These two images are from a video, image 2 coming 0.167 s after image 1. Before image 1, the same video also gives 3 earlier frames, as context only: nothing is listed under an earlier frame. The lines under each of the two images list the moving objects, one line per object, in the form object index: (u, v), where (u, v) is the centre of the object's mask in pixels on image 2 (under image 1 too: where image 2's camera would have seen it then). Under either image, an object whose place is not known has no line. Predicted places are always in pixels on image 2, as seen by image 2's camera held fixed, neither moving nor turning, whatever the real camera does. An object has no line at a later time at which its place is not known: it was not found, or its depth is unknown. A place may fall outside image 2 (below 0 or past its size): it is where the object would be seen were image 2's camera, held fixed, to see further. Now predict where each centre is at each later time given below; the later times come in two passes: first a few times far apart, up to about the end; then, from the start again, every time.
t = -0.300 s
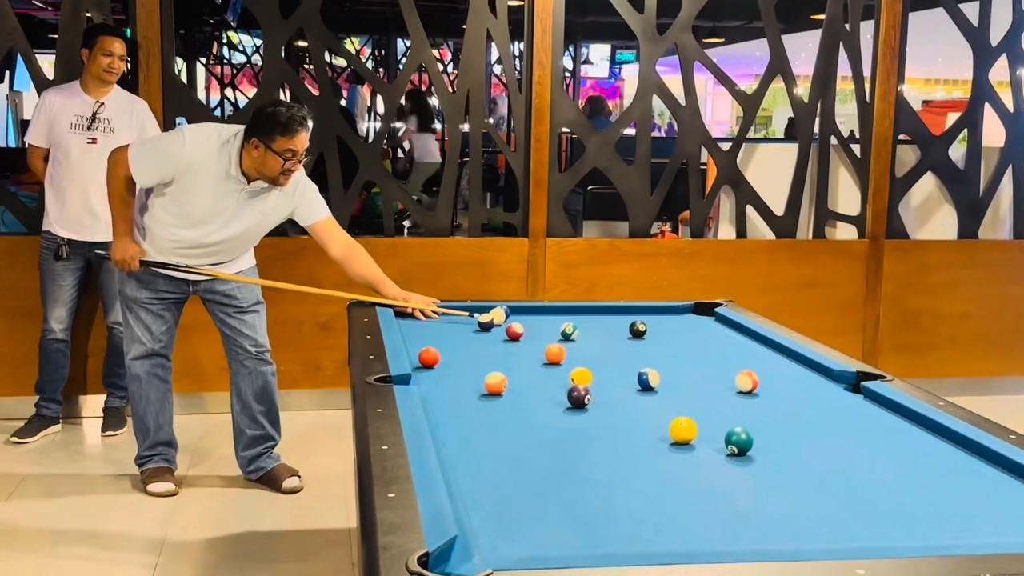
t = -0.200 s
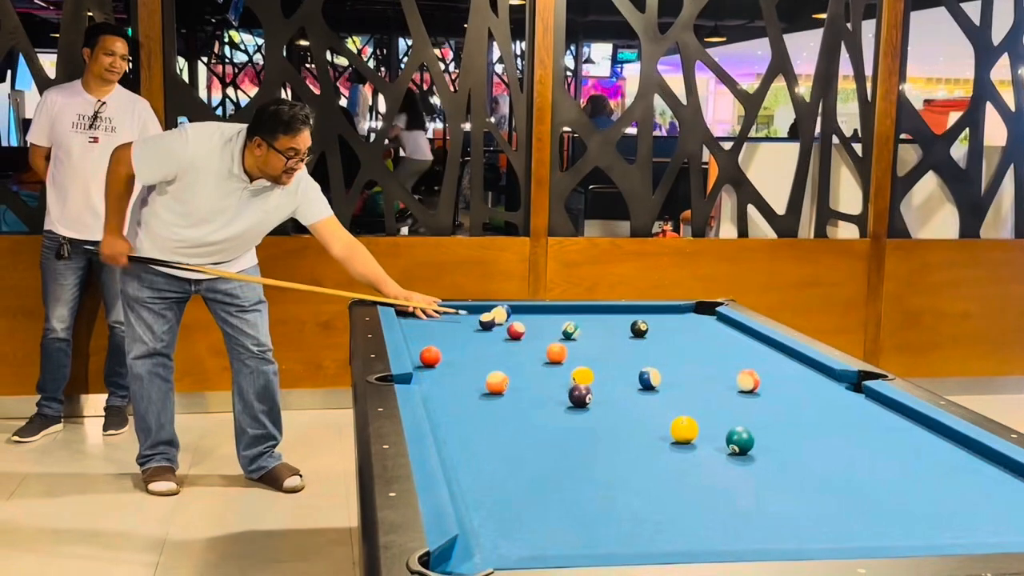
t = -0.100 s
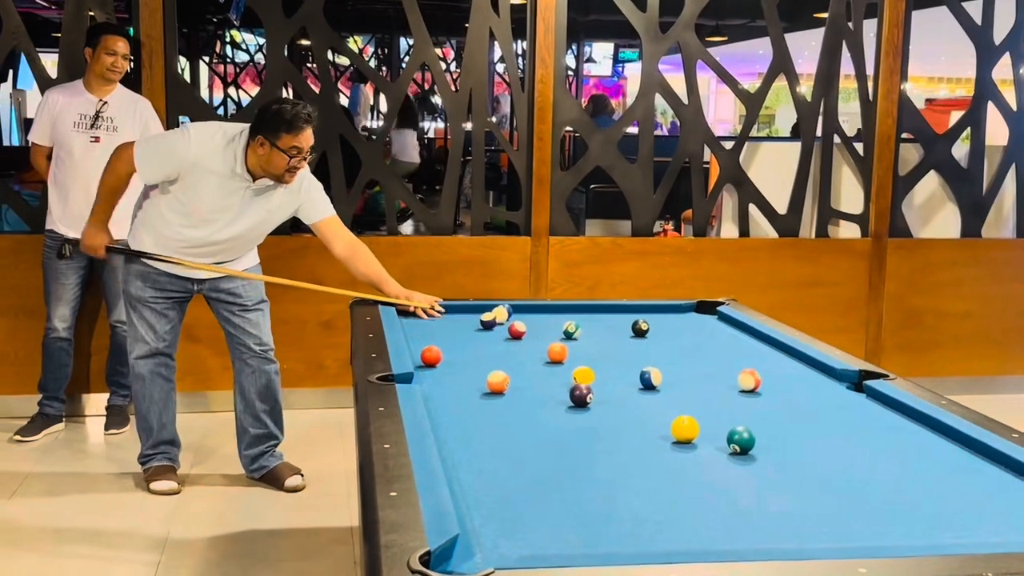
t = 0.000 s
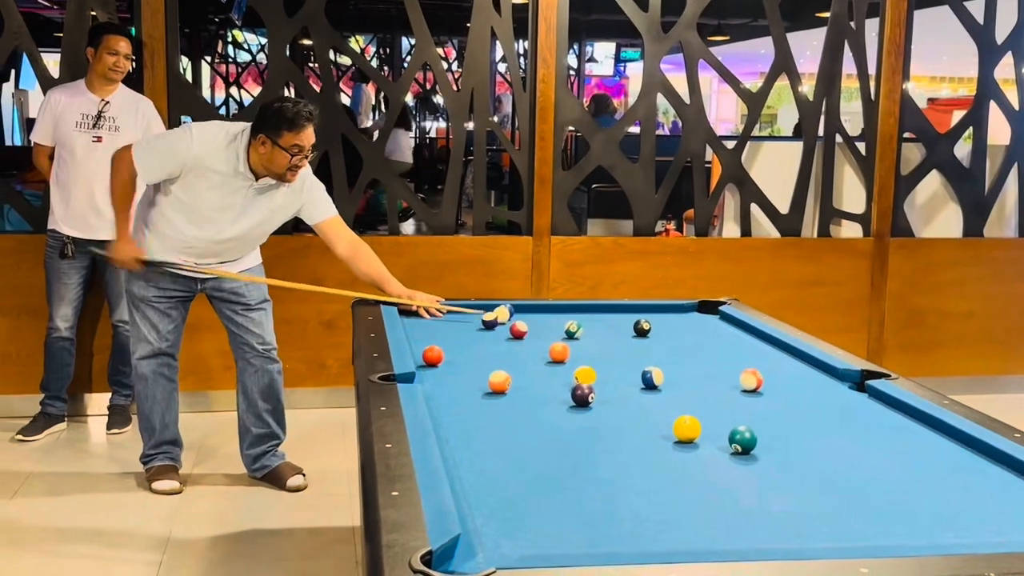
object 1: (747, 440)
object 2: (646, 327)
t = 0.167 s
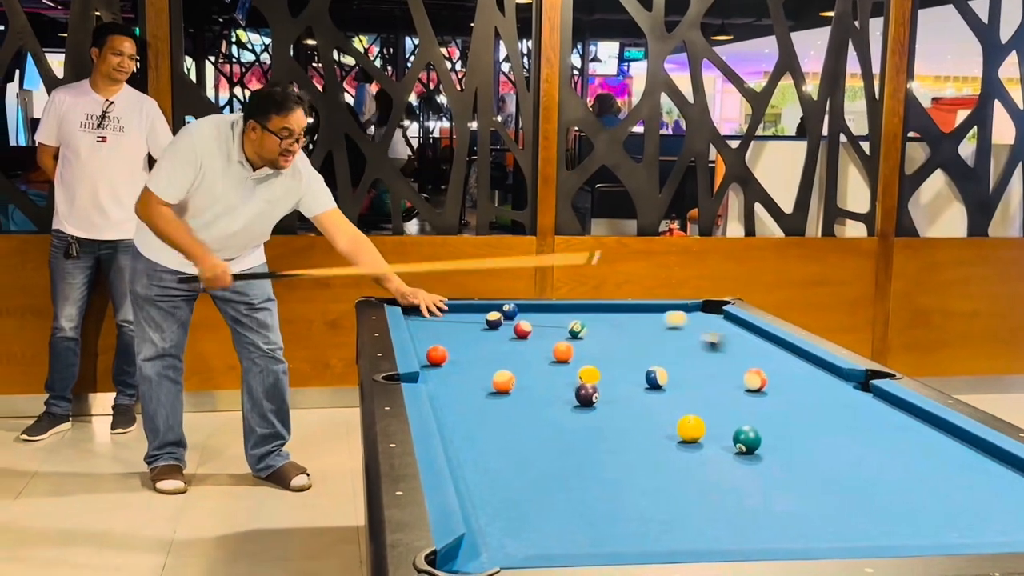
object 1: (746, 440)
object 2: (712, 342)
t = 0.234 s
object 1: (747, 440)
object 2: (782, 354)
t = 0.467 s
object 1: (747, 440)
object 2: (775, 394)
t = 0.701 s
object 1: (754, 446)
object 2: (724, 432)
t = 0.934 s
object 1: (802, 488)
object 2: (695, 450)
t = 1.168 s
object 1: (855, 530)
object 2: (664, 473)
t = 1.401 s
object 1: (832, 518)
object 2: (631, 499)
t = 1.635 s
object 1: (802, 495)
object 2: (592, 529)
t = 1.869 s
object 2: (540, 540)
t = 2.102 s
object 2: (486, 532)
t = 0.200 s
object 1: (746, 440)
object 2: (746, 349)
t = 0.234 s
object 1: (747, 440)
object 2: (782, 354)
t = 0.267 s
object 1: (747, 440)
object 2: (814, 362)
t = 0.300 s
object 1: (747, 440)
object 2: (808, 366)
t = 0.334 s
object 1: (747, 440)
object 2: (800, 373)
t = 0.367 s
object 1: (747, 440)
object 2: (793, 377)
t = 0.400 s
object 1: (747, 440)
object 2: (787, 383)
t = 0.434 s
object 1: (747, 440)
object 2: (781, 389)
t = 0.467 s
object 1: (747, 440)
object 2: (775, 394)
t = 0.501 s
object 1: (747, 440)
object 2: (769, 400)
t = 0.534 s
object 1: (747, 440)
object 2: (763, 406)
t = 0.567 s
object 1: (747, 440)
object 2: (757, 412)
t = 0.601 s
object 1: (747, 440)
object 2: (752, 416)
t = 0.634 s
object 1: (747, 440)
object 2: (745, 419)
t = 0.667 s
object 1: (746, 440)
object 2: (734, 426)
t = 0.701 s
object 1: (754, 446)
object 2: (724, 432)
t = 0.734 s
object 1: (762, 452)
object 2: (716, 433)
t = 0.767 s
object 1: (769, 459)
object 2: (714, 435)
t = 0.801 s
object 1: (777, 465)
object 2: (711, 438)
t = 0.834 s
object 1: (782, 471)
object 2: (707, 441)
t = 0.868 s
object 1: (788, 476)
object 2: (703, 444)
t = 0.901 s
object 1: (796, 482)
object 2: (699, 447)
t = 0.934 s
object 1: (802, 488)
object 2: (695, 450)
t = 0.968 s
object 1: (810, 494)
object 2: (690, 454)
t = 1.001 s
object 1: (817, 500)
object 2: (686, 456)
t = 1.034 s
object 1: (824, 507)
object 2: (682, 460)
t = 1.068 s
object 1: (831, 513)
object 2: (678, 463)
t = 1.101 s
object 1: (839, 521)
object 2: (673, 466)
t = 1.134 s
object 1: (847, 526)
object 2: (668, 470)
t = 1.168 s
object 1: (855, 530)
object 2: (664, 473)
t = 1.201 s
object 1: (862, 534)
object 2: (659, 477)
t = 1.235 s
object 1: (858, 532)
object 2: (655, 481)
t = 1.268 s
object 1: (852, 530)
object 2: (650, 484)
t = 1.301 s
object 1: (847, 527)
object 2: (645, 488)
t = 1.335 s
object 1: (841, 525)
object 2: (641, 492)
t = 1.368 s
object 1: (836, 522)
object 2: (636, 495)
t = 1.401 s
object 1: (832, 518)
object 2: (631, 499)
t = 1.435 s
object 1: (827, 515)
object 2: (626, 503)
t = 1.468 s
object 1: (822, 512)
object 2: (620, 507)
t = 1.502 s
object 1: (818, 508)
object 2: (615, 511)
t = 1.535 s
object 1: (813, 505)
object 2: (609, 515)
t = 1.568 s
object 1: (809, 502)
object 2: (604, 520)
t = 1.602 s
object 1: (805, 499)
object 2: (598, 524)
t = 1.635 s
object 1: (802, 495)
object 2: (592, 529)
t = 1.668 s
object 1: (798, 492)
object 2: (586, 532)
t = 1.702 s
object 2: (580, 535)
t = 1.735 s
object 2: (573, 537)
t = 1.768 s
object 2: (567, 540)
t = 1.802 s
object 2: (560, 542)
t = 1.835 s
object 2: (550, 541)
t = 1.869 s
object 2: (540, 540)
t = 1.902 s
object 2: (529, 540)
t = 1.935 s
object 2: (521, 540)
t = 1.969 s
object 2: (512, 539)
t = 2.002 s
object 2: (502, 538)
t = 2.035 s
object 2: (493, 536)
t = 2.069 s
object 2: (484, 534)
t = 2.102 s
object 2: (486, 532)
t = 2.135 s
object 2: (490, 529)
